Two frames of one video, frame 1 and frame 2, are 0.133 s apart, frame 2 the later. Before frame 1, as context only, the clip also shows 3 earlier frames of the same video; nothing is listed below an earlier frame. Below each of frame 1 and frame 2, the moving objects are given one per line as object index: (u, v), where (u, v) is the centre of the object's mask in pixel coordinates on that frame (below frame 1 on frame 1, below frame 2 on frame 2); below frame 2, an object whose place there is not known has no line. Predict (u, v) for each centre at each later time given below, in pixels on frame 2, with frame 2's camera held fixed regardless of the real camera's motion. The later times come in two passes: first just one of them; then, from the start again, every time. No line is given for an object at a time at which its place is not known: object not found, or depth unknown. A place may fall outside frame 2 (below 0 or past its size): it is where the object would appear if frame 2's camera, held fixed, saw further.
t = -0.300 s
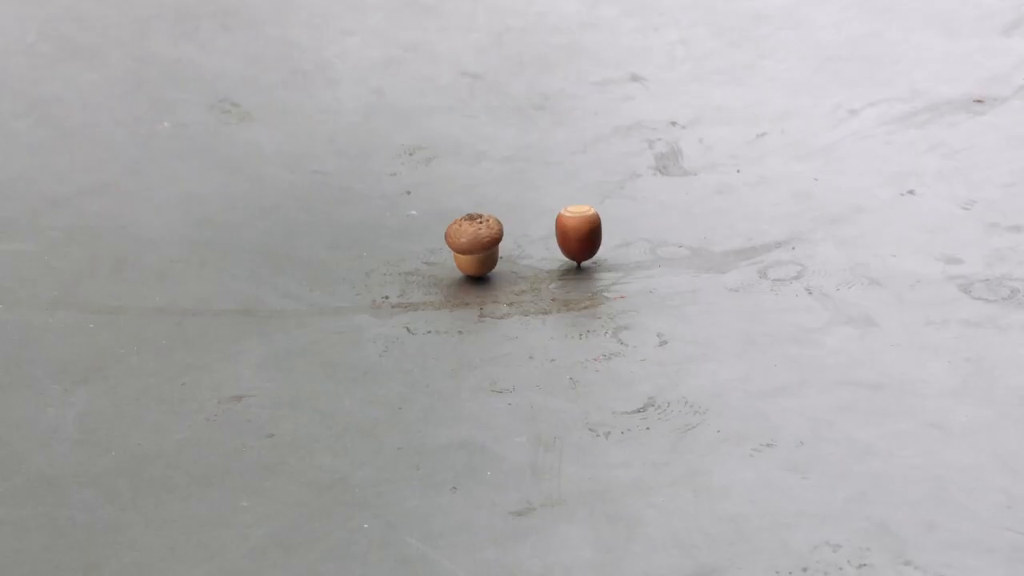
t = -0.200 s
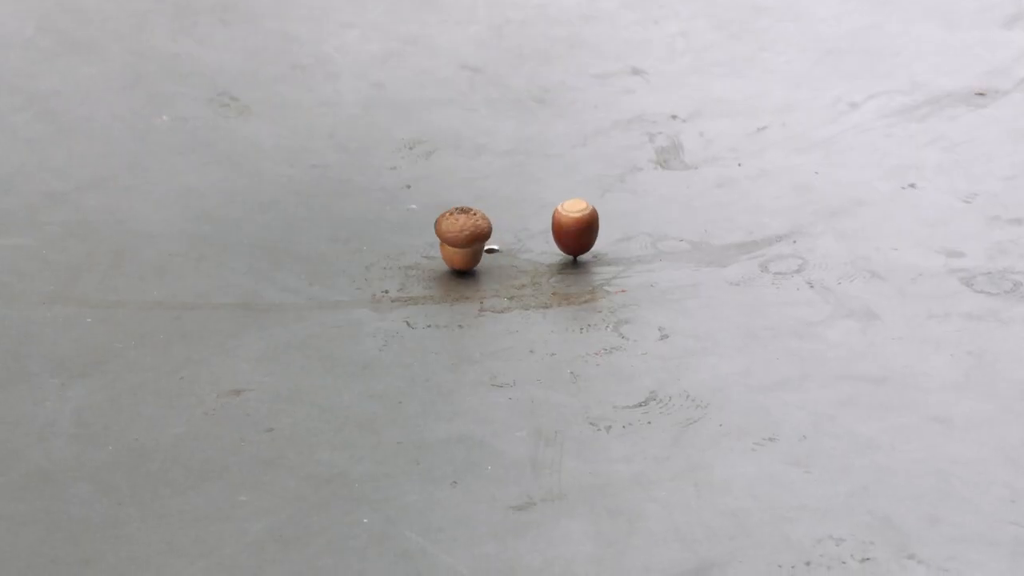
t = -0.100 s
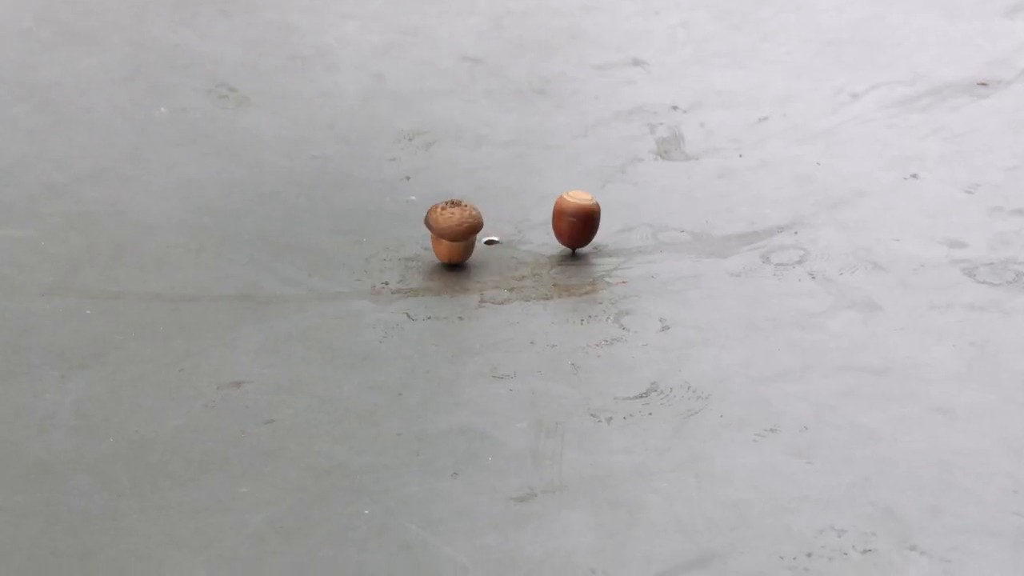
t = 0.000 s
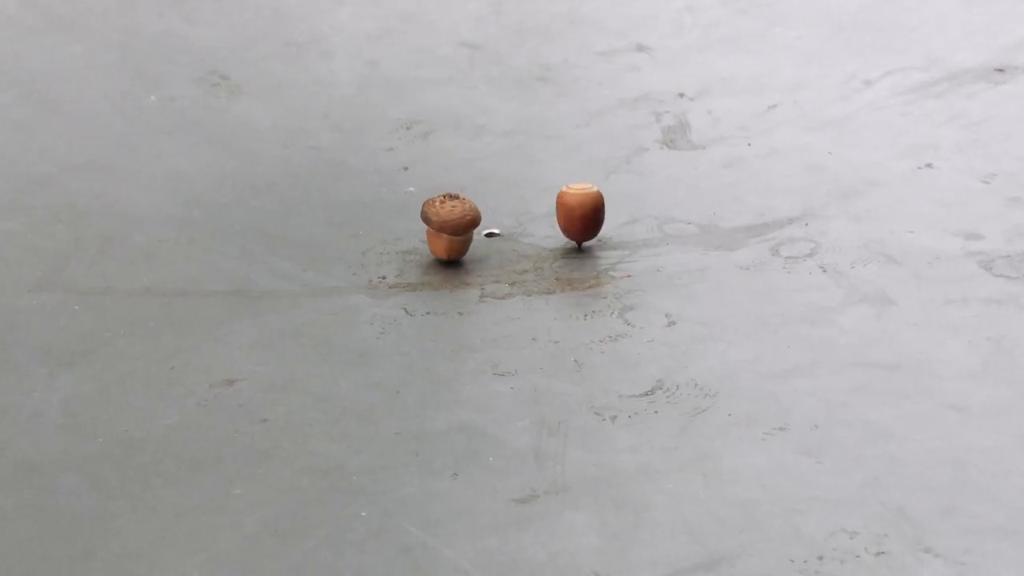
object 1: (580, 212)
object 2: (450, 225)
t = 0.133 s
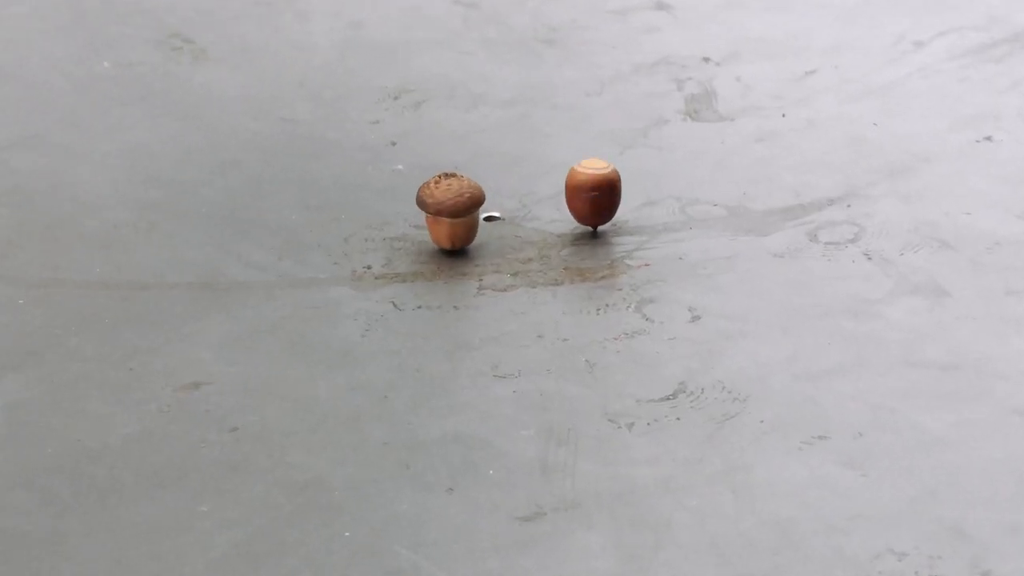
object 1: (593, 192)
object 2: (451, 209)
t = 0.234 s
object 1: (592, 190)
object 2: (466, 206)
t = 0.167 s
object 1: (594, 192)
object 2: (455, 209)
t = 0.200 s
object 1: (594, 191)
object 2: (461, 208)
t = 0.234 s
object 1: (592, 190)
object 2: (466, 206)
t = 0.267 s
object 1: (591, 190)
